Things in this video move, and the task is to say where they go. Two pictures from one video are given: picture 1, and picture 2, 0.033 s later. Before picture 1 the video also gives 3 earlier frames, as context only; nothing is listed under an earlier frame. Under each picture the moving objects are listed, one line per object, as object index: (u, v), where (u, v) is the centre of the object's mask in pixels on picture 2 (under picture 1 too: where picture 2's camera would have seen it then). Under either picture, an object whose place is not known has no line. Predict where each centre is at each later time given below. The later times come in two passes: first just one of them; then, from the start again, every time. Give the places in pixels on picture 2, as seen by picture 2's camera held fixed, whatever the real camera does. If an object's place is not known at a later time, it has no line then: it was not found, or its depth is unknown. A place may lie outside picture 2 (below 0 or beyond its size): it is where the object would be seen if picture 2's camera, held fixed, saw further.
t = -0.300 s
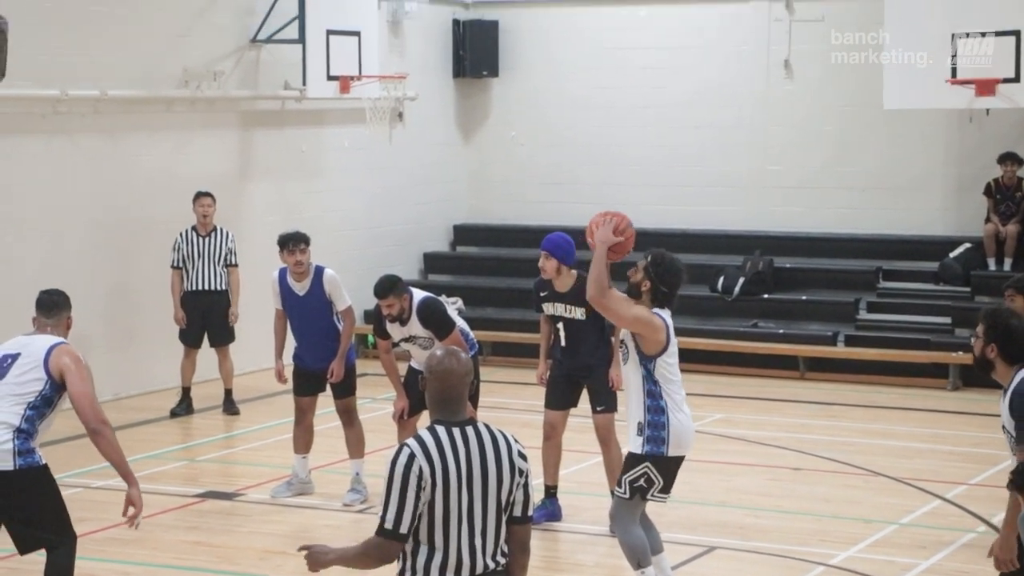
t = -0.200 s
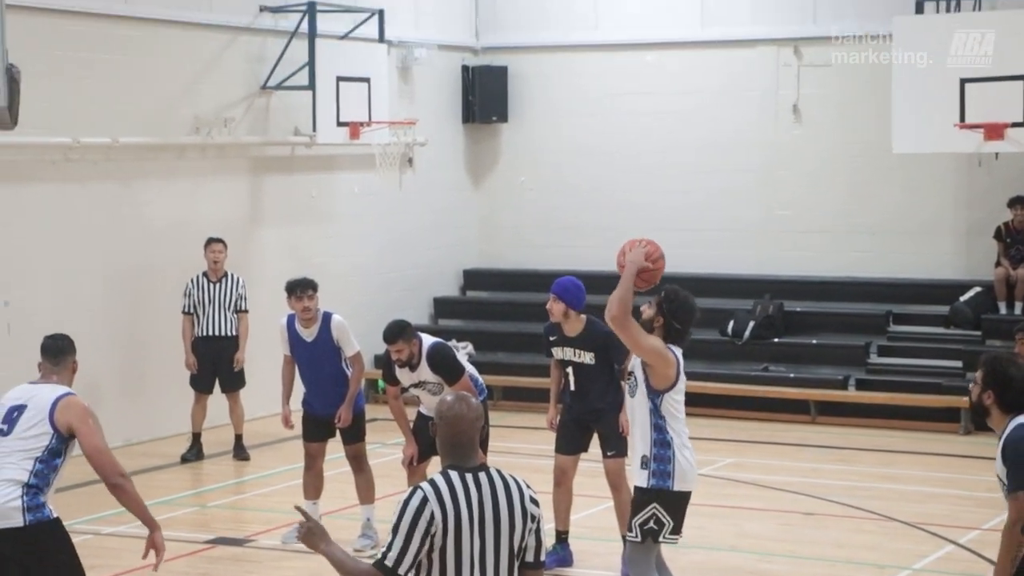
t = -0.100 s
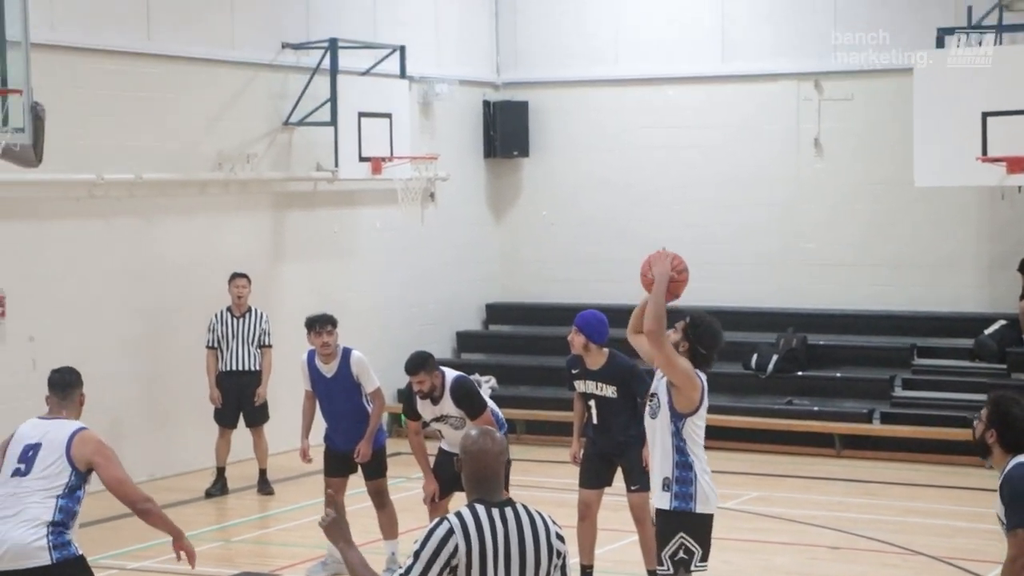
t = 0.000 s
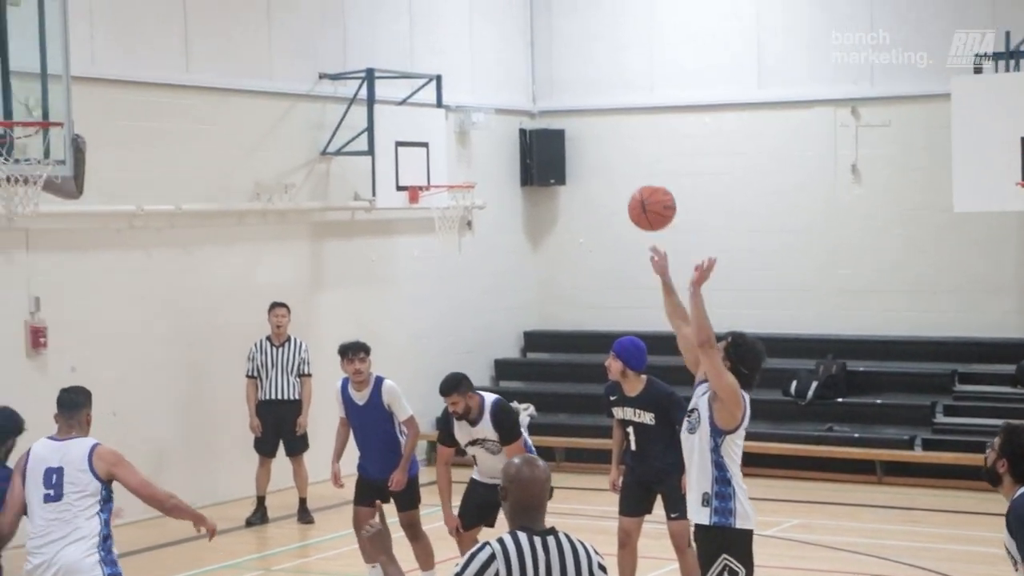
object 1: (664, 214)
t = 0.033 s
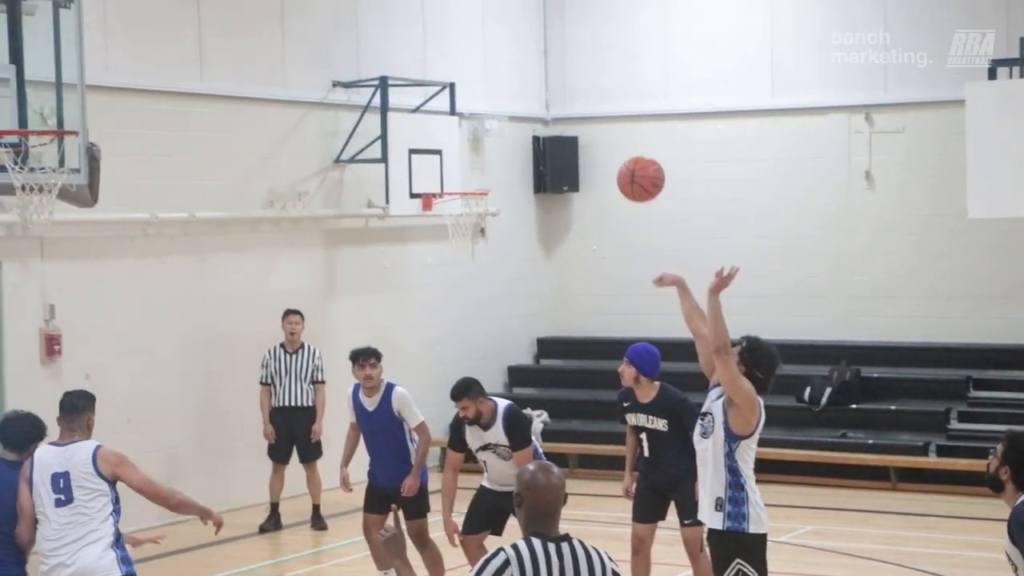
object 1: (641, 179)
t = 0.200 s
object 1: (523, 38)
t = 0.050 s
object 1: (628, 162)
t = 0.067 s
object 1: (616, 146)
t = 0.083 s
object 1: (605, 130)
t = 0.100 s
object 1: (593, 115)
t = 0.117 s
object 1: (581, 101)
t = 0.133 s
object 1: (570, 87)
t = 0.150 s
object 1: (558, 74)
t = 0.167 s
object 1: (546, 61)
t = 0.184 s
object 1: (535, 49)
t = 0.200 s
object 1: (523, 38)
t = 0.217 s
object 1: (512, 27)
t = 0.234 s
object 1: (500, 16)
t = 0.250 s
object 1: (489, 6)
